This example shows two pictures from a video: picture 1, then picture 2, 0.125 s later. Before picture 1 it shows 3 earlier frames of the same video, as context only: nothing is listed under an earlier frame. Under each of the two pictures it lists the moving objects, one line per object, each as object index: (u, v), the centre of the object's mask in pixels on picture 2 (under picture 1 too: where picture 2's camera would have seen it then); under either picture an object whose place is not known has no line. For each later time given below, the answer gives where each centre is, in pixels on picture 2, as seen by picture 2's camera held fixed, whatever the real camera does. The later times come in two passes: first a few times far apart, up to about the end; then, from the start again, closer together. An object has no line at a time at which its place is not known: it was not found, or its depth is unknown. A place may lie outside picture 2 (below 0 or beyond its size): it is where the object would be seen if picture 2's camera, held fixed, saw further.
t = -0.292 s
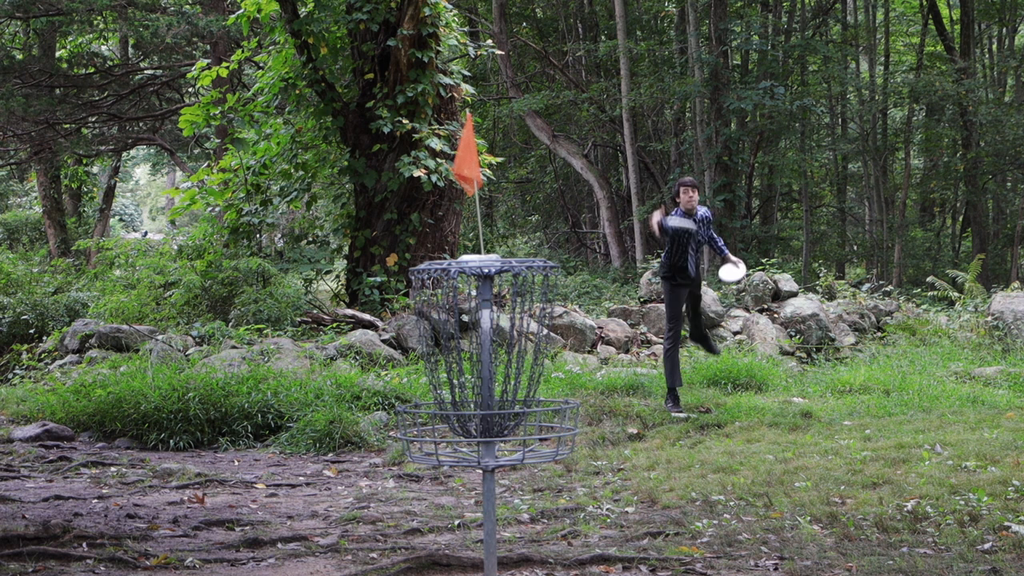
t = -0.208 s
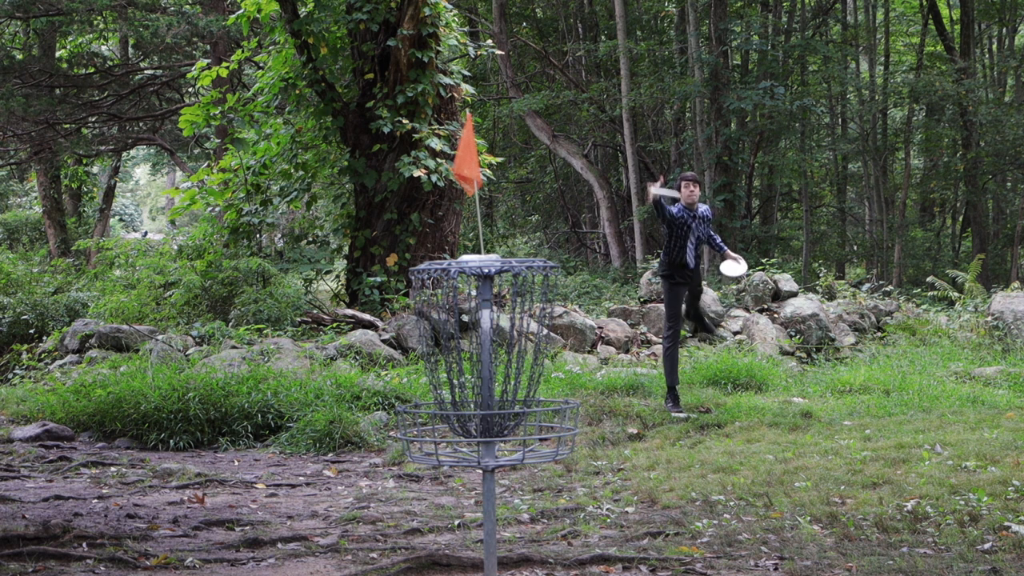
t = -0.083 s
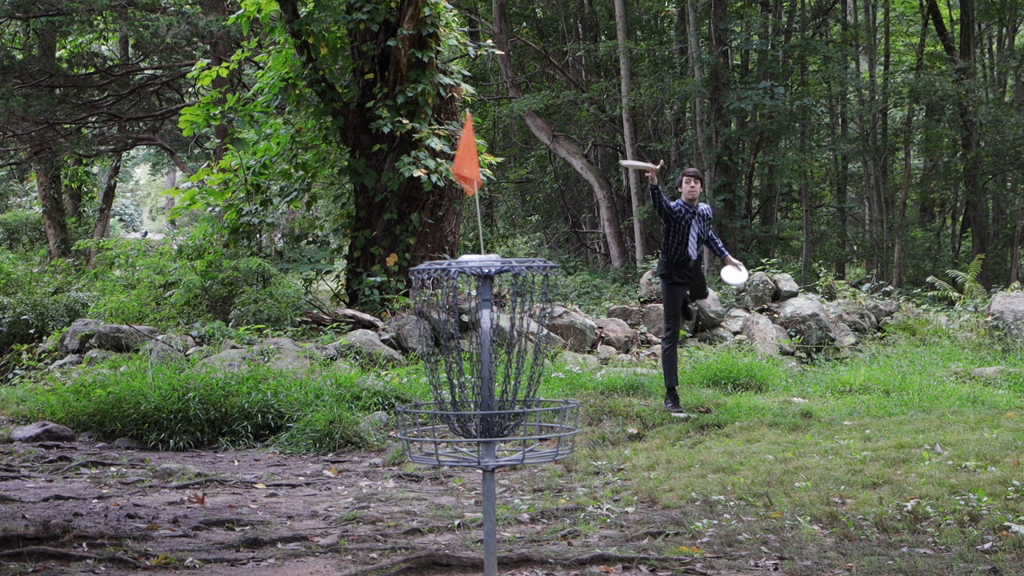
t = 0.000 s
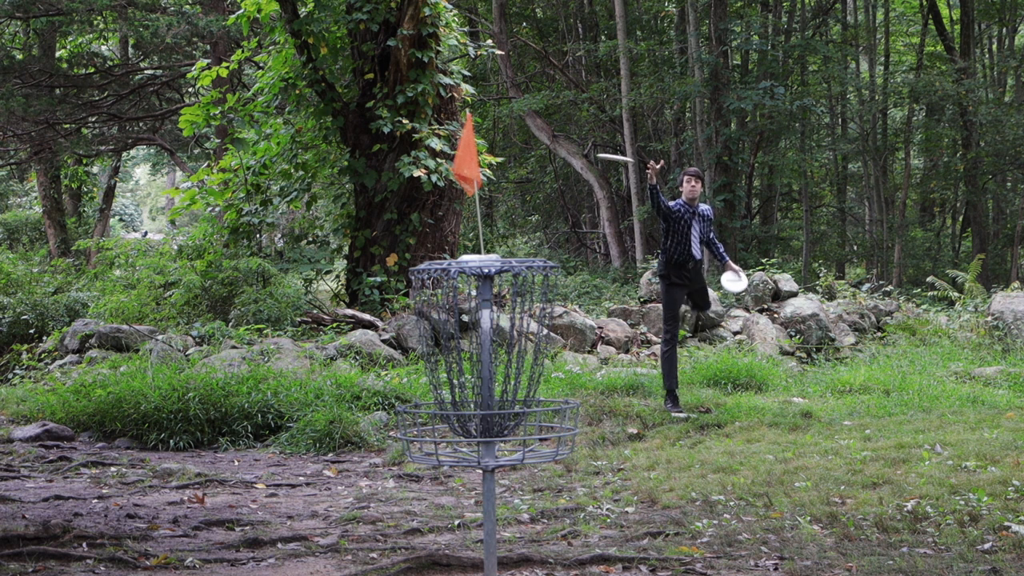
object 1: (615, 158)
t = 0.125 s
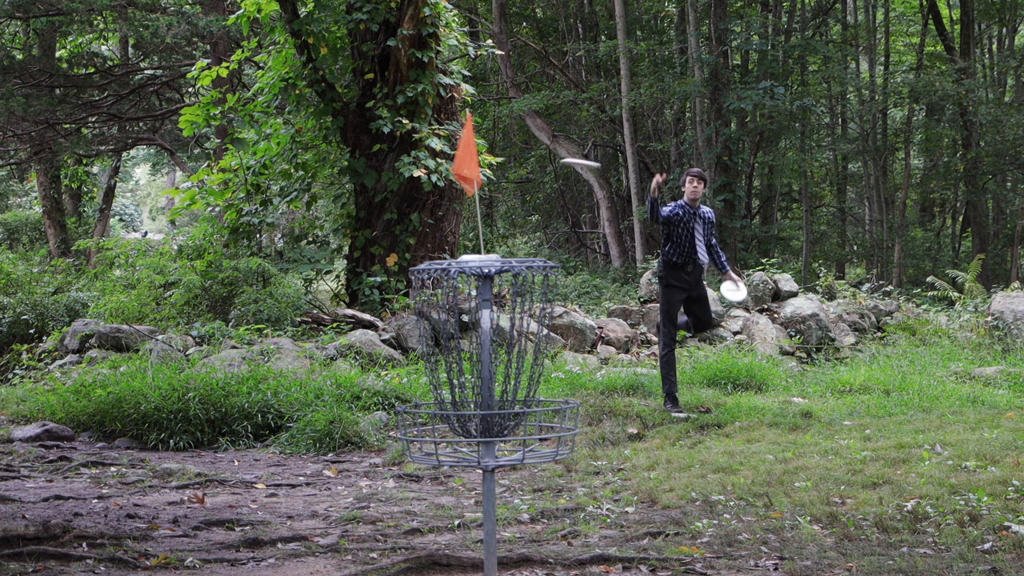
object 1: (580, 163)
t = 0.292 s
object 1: (529, 196)
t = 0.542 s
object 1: (451, 302)
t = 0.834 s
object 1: (423, 418)
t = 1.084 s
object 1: (445, 443)
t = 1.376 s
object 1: (437, 456)
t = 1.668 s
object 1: (438, 457)
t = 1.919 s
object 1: (438, 457)
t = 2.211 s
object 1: (438, 457)
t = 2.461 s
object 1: (438, 457)
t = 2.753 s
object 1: (438, 457)
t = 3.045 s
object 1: (437, 457)
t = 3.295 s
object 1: (438, 457)
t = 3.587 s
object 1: (438, 457)
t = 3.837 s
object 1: (437, 457)
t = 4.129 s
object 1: (438, 457)
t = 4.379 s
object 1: (438, 457)
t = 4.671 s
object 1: (438, 457)
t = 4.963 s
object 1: (438, 457)
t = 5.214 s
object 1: (438, 457)
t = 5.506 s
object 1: (438, 457)
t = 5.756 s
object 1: (438, 457)
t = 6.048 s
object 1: (438, 457)
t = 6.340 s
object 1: (438, 457)
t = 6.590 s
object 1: (438, 457)
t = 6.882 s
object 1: (438, 457)
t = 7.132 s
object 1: (438, 457)
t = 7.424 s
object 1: (438, 457)
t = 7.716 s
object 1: (438, 457)
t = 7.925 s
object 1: (438, 457)
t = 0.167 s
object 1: (569, 169)
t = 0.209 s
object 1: (555, 176)
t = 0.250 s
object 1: (542, 186)
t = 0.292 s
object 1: (529, 196)
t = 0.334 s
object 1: (515, 209)
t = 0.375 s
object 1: (503, 223)
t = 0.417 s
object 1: (488, 240)
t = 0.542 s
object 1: (451, 302)
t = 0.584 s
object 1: (439, 327)
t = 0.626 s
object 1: (421, 348)
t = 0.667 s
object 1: (421, 368)
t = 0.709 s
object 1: (422, 376)
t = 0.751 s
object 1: (422, 385)
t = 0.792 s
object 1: (422, 399)
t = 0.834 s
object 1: (423, 418)
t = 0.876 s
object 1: (428, 432)
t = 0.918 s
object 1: (437, 435)
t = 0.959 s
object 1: (441, 434)
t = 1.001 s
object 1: (445, 434)
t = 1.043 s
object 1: (445, 436)
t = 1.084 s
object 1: (445, 443)
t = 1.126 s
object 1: (444, 448)
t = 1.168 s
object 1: (442, 450)
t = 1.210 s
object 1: (440, 454)
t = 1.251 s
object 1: (437, 456)
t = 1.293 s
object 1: (438, 456)
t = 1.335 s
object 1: (437, 457)
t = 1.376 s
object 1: (437, 456)
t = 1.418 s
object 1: (437, 456)
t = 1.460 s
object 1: (437, 457)
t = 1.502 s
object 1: (437, 457)
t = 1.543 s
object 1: (438, 457)
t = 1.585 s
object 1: (438, 457)
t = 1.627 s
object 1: (438, 457)
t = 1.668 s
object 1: (438, 457)
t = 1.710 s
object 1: (438, 457)
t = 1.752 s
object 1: (438, 457)
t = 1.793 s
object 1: (438, 457)
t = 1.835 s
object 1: (438, 457)
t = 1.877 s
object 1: (438, 457)
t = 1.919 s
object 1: (438, 457)
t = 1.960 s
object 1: (438, 457)
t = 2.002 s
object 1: (438, 457)
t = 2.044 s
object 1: (438, 457)
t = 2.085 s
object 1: (438, 457)
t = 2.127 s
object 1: (438, 457)
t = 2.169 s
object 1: (438, 457)
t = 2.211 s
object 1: (438, 457)
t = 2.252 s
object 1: (438, 457)
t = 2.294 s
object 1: (438, 457)
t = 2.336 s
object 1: (438, 457)
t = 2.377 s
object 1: (438, 457)
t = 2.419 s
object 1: (438, 457)
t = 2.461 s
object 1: (438, 457)
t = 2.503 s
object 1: (438, 457)
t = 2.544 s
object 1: (438, 457)
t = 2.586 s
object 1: (438, 457)
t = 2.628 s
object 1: (438, 457)
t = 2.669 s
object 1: (438, 457)
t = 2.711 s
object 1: (438, 457)
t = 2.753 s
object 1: (438, 457)
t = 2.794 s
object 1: (438, 457)
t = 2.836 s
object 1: (438, 457)
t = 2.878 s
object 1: (438, 457)
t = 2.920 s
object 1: (438, 457)
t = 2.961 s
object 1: (438, 457)
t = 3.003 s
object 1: (438, 457)
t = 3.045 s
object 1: (437, 457)
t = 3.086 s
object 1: (438, 457)
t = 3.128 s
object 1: (438, 457)
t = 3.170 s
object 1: (438, 457)
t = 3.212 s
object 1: (438, 457)
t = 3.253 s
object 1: (438, 457)
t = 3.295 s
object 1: (438, 457)
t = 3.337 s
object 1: (438, 457)
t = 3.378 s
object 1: (438, 457)
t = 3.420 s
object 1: (438, 457)
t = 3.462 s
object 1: (438, 457)
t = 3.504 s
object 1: (438, 457)
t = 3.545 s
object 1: (438, 457)
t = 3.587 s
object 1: (438, 457)
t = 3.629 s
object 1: (438, 457)
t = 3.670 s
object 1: (438, 457)
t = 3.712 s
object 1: (438, 457)
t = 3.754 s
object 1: (438, 457)
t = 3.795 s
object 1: (438, 457)
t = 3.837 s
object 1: (437, 457)
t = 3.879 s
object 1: (438, 457)
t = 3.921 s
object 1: (438, 457)
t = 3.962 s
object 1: (438, 457)
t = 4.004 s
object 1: (438, 457)
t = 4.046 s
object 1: (438, 457)
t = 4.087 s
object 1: (437, 457)
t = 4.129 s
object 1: (438, 457)
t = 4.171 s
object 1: (438, 457)
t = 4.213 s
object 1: (438, 457)
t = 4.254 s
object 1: (438, 457)
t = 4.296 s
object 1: (438, 457)
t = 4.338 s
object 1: (438, 457)
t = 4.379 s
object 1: (438, 457)
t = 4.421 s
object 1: (438, 457)
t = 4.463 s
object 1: (438, 457)
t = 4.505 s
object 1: (438, 457)
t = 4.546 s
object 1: (438, 457)
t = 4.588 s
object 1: (438, 457)
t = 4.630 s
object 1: (438, 457)
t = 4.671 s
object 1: (438, 457)
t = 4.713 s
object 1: (438, 457)
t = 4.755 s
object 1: (438, 457)
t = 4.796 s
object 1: (438, 457)
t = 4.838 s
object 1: (438, 457)
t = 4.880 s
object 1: (438, 457)
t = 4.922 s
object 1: (438, 457)
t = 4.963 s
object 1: (438, 457)
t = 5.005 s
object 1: (438, 457)
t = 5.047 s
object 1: (438, 457)
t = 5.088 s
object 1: (438, 457)
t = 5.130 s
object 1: (438, 457)
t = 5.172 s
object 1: (438, 457)
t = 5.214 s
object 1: (438, 457)
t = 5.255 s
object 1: (438, 457)
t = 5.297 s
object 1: (438, 457)
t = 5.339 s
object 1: (438, 457)
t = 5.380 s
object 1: (438, 457)
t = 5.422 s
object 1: (438, 457)
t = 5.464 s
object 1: (438, 457)
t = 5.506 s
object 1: (438, 457)
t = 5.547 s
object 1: (438, 457)
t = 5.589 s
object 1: (438, 457)
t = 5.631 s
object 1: (438, 457)
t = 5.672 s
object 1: (438, 457)
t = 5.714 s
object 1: (438, 457)
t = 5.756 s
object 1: (438, 457)
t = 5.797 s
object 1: (438, 457)
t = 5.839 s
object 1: (438, 457)
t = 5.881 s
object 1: (438, 457)
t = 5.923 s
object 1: (438, 457)
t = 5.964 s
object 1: (438, 457)
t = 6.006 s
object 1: (438, 457)
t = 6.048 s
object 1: (438, 457)
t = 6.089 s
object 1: (438, 457)
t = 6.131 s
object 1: (438, 457)
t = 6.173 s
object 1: (438, 457)
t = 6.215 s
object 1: (438, 457)
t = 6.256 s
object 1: (438, 457)
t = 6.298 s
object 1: (438, 457)
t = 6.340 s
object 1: (438, 457)
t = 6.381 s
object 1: (438, 457)
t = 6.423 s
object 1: (438, 457)
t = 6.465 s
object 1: (438, 457)
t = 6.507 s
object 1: (438, 457)
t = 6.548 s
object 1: (438, 457)
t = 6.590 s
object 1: (438, 457)
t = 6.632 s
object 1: (438, 457)
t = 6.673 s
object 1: (438, 457)
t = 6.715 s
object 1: (438, 457)
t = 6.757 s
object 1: (438, 457)
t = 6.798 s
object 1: (438, 457)
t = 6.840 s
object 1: (438, 457)
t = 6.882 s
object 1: (438, 457)
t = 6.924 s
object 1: (438, 457)
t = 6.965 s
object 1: (438, 457)
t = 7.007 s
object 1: (438, 457)
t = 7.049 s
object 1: (438, 457)
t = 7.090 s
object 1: (438, 457)
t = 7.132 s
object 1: (438, 457)
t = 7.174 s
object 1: (438, 457)
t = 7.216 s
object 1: (438, 457)
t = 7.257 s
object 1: (438, 457)
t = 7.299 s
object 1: (438, 457)
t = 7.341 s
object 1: (438, 457)
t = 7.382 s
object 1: (438, 457)
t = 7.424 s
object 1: (438, 457)
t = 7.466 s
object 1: (438, 457)
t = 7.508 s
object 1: (438, 457)
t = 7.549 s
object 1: (438, 457)
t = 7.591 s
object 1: (438, 457)
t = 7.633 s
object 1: (438, 457)
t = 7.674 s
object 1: (438, 457)
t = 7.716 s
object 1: (438, 457)
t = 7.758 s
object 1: (438, 457)
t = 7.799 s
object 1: (438, 457)
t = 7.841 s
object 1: (437, 457)
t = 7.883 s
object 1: (438, 457)
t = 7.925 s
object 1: (438, 457)
